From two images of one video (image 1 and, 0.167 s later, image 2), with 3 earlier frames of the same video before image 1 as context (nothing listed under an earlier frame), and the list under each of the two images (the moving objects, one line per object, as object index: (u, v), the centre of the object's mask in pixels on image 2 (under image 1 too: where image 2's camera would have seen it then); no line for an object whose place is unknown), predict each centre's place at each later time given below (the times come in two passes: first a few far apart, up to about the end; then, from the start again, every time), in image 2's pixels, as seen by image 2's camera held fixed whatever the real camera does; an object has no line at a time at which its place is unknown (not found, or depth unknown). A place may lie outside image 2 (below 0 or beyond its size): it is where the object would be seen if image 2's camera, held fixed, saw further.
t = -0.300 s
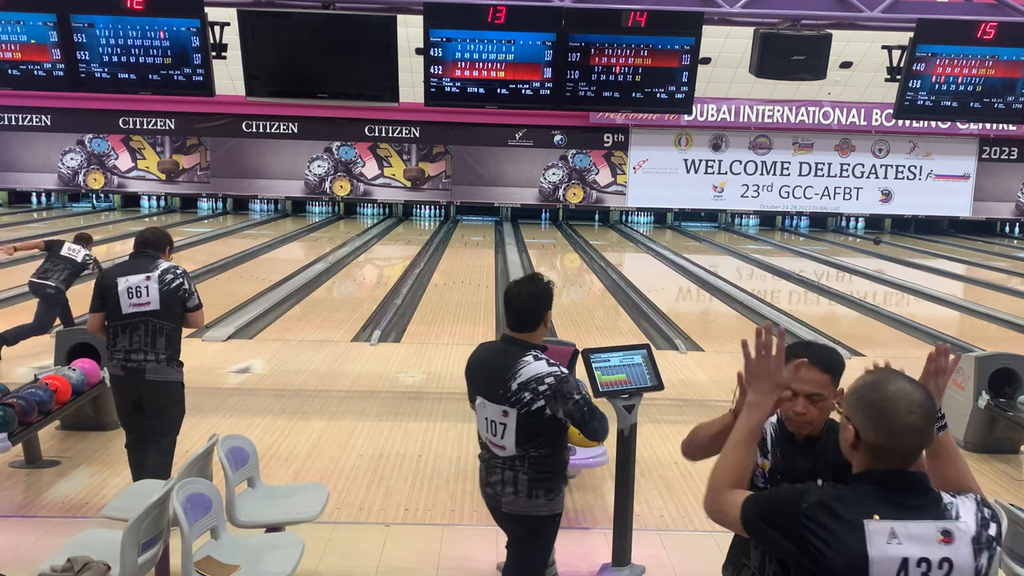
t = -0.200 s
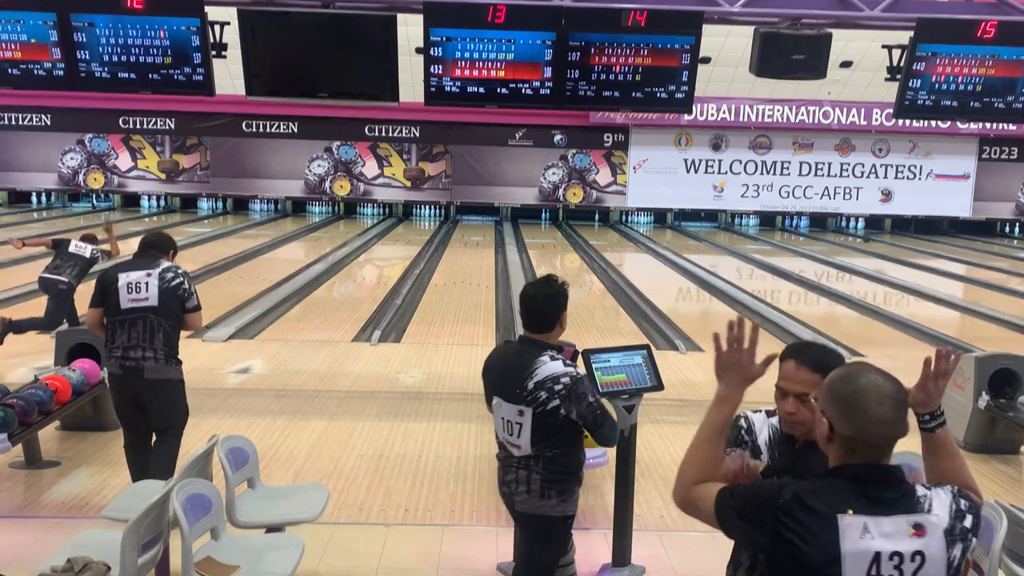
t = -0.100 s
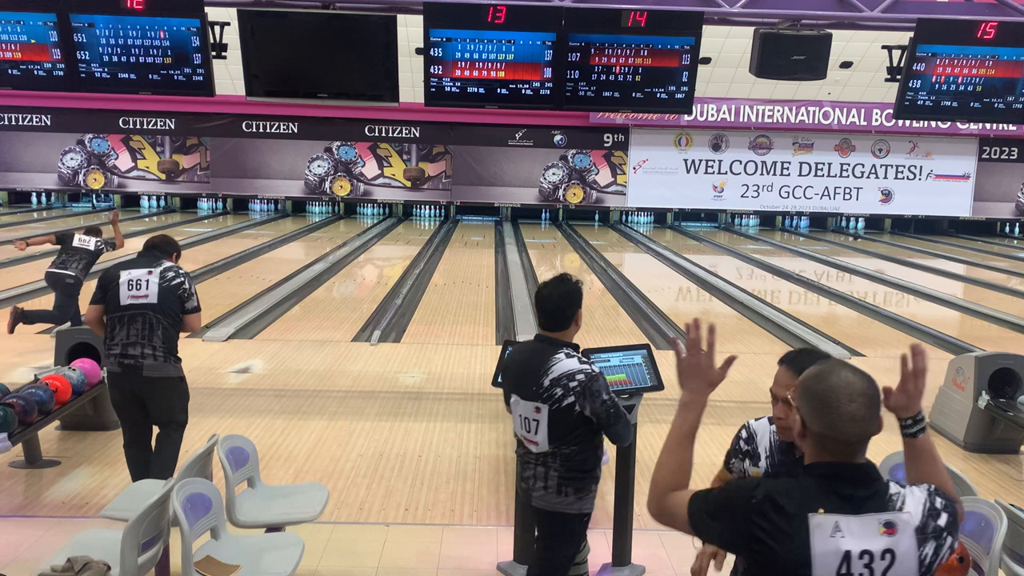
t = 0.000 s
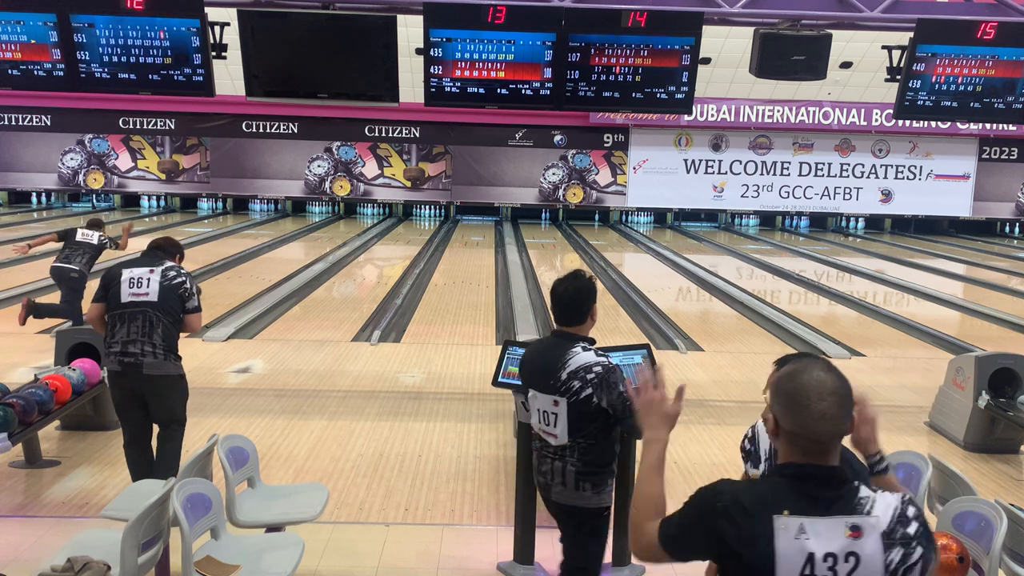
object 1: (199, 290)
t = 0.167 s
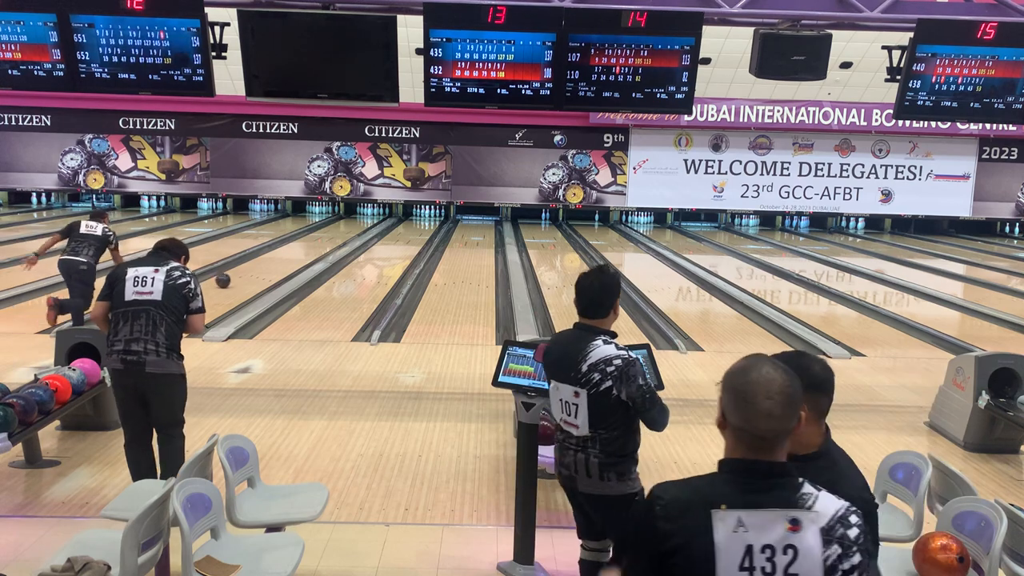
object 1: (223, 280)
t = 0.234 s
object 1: (233, 276)
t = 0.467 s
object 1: (265, 263)
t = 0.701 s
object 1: (291, 254)
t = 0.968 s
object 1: (315, 245)
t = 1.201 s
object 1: (332, 238)
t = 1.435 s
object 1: (346, 232)
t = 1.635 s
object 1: (355, 228)
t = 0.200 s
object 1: (228, 278)
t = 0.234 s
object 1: (233, 276)
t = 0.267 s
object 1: (238, 273)
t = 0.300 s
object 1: (243, 272)
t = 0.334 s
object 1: (247, 270)
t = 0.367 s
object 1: (252, 268)
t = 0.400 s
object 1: (257, 267)
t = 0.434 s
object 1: (261, 265)
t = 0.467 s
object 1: (265, 263)
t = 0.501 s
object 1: (269, 262)
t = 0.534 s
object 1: (273, 261)
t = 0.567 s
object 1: (277, 259)
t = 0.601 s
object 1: (281, 258)
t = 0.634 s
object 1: (284, 256)
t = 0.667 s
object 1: (288, 255)
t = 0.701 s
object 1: (291, 254)
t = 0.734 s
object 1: (295, 252)
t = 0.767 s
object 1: (298, 251)
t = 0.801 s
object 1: (301, 250)
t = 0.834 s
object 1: (304, 249)
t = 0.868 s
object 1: (307, 248)
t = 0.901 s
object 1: (310, 247)
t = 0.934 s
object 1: (312, 246)
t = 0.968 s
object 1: (315, 245)
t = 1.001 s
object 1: (318, 244)
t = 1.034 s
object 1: (320, 242)
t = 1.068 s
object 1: (323, 242)
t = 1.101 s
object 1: (325, 241)
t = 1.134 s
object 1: (328, 240)
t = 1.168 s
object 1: (330, 239)
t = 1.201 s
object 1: (332, 238)
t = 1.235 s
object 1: (334, 237)
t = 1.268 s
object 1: (337, 236)
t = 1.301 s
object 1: (338, 236)
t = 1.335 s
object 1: (341, 235)
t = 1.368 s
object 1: (342, 234)
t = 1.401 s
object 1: (344, 233)
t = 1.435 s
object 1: (346, 232)
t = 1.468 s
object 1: (348, 232)
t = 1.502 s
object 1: (349, 231)
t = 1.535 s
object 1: (351, 230)
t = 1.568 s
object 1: (352, 229)
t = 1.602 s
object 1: (354, 229)
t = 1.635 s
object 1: (355, 228)
